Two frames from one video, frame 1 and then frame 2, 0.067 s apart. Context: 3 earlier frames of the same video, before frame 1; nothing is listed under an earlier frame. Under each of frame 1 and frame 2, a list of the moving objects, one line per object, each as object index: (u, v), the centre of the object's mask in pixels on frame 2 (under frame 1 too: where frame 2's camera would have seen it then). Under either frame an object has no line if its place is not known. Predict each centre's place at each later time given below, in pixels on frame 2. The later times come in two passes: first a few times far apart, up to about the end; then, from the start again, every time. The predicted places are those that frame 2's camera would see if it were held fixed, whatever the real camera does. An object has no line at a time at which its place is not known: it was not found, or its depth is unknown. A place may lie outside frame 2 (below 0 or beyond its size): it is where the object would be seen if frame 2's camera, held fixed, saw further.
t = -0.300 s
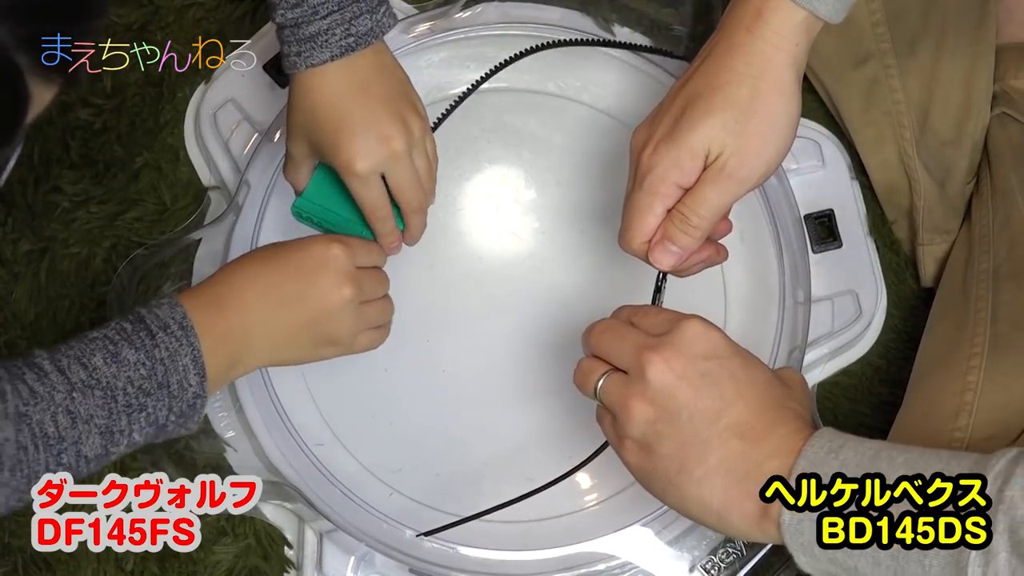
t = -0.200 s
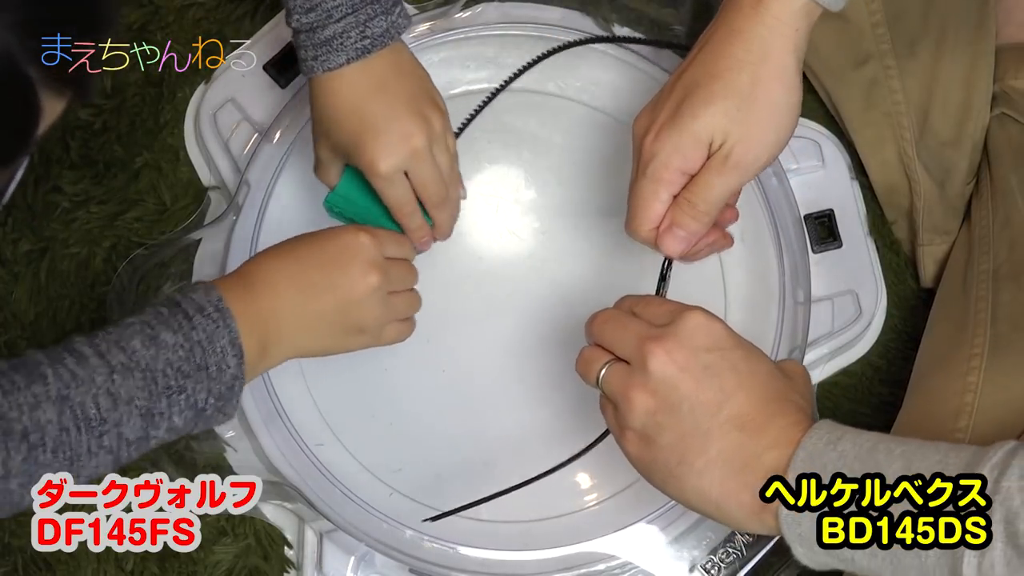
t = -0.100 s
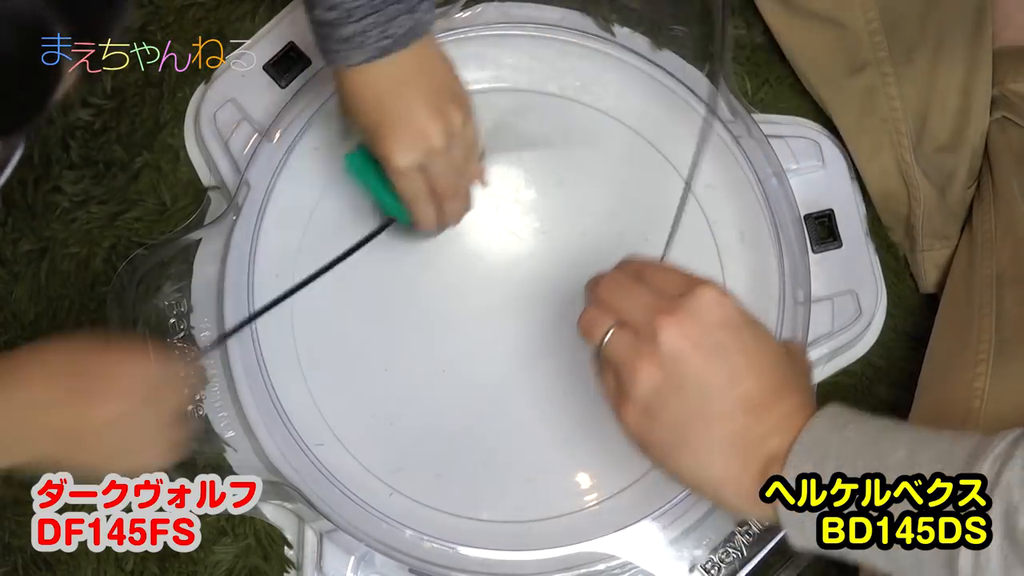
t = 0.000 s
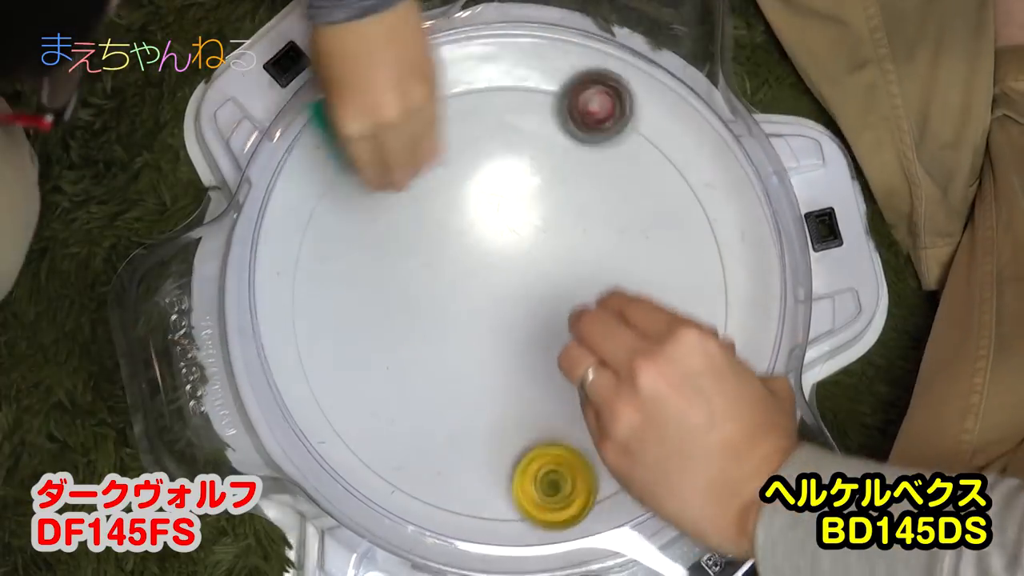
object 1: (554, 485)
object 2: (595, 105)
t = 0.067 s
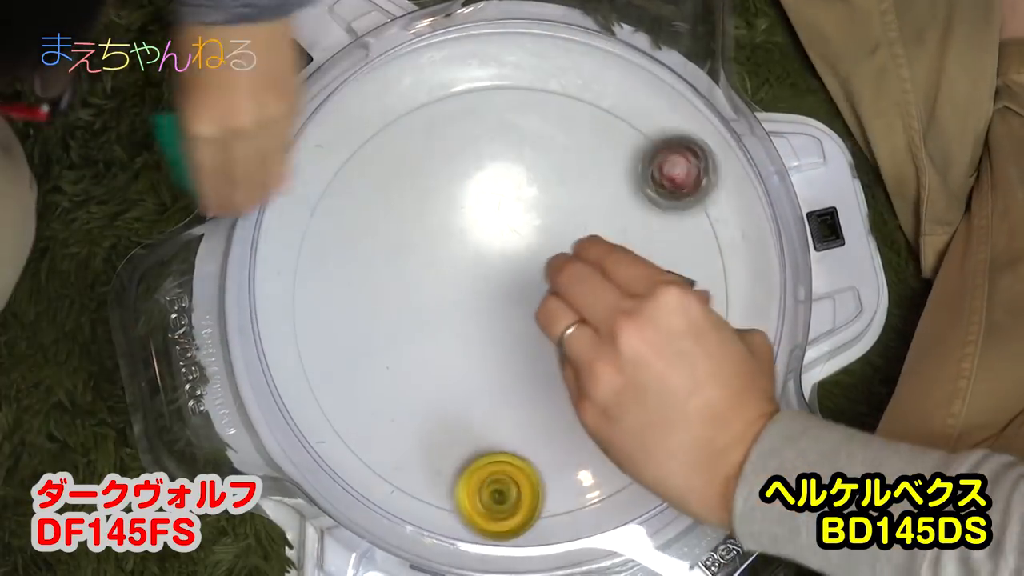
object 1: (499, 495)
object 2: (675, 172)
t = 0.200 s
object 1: (411, 476)
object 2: (757, 330)
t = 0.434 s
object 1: (436, 347)
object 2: (616, 480)
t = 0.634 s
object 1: (541, 288)
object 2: (508, 422)
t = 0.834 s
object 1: (584, 295)
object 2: (468, 371)
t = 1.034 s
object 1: (616, 300)
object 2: (435, 388)
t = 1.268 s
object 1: (622, 297)
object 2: (416, 411)
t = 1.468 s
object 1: (595, 307)
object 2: (431, 403)
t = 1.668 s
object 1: (559, 329)
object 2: (450, 358)
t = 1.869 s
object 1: (527, 355)
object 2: (454, 300)
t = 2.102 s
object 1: (496, 383)
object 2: (444, 240)
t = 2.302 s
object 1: (480, 395)
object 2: (439, 209)
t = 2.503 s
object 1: (476, 382)
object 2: (444, 200)
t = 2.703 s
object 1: (469, 352)
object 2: (470, 215)
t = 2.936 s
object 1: (456, 311)
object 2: (516, 234)
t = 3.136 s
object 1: (444, 277)
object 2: (558, 245)
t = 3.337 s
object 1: (438, 253)
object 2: (589, 257)
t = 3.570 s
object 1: (450, 243)
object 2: (607, 276)
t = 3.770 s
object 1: (477, 245)
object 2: (606, 301)
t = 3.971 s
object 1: (511, 246)
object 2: (592, 327)
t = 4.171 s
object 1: (544, 246)
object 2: (571, 349)
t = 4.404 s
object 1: (572, 254)
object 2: (538, 372)
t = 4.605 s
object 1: (578, 268)
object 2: (511, 386)
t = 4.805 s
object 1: (575, 291)
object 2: (486, 386)
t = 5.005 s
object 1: (568, 320)
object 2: (464, 378)
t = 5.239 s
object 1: (556, 352)
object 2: (446, 354)
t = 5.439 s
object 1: (540, 368)
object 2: (439, 325)
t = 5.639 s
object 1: (522, 372)
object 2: (439, 293)
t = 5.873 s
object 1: (496, 365)
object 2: (443, 257)
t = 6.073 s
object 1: (473, 353)
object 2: (457, 238)
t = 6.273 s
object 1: (457, 334)
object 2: (481, 229)
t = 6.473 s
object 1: (448, 313)
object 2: (510, 230)
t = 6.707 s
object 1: (447, 286)
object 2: (544, 239)
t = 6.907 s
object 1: (457, 266)
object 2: (566, 254)
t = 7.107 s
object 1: (474, 252)
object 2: (579, 278)
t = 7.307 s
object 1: (497, 245)
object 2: (584, 304)
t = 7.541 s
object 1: (527, 243)
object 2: (577, 336)
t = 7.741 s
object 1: (546, 250)
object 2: (561, 357)
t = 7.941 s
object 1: (558, 265)
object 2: (536, 370)
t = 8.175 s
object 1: (564, 295)
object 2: (506, 375)
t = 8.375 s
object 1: (569, 320)
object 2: (480, 369)
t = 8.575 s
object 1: (565, 336)
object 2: (460, 355)
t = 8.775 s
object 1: (550, 345)
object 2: (449, 332)
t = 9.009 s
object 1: (521, 354)
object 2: (446, 298)
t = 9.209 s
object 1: (493, 360)
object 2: (451, 272)
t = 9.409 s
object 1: (475, 359)
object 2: (465, 252)
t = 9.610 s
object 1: (470, 345)
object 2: (486, 241)
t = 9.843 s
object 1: (467, 315)
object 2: (517, 239)
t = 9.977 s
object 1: (465, 295)
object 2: (534, 244)
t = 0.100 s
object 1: (470, 499)
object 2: (714, 210)
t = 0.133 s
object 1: (447, 496)
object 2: (745, 253)
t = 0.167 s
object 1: (427, 487)
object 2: (763, 290)
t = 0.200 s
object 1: (411, 476)
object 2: (757, 330)
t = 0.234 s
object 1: (399, 462)
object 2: (740, 367)
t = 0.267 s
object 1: (392, 445)
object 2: (738, 396)
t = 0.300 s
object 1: (390, 427)
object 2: (710, 410)
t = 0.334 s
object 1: (395, 407)
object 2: (687, 440)
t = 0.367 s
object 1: (404, 386)
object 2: (662, 463)
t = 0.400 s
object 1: (418, 366)
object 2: (639, 474)
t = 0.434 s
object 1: (436, 347)
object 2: (616, 480)
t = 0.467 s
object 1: (457, 329)
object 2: (593, 479)
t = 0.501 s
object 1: (477, 315)
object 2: (571, 472)
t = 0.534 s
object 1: (497, 303)
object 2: (551, 462)
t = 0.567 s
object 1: (514, 295)
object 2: (535, 449)
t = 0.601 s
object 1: (529, 290)
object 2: (520, 436)
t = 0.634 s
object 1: (541, 288)
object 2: (508, 422)
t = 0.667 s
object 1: (549, 288)
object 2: (498, 409)
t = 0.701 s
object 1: (557, 290)
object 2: (490, 398)
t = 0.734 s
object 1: (564, 292)
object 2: (484, 388)
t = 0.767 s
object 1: (571, 293)
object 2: (478, 380)
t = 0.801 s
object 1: (578, 294)
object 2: (473, 375)
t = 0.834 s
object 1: (584, 295)
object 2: (468, 371)
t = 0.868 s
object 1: (590, 296)
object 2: (463, 371)
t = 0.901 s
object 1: (596, 297)
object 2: (457, 372)
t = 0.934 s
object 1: (602, 298)
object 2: (452, 375)
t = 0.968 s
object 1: (607, 299)
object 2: (446, 378)
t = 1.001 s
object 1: (612, 299)
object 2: (440, 383)
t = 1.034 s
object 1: (616, 300)
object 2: (435, 388)
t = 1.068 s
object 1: (619, 300)
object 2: (430, 392)
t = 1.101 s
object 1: (622, 300)
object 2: (426, 397)
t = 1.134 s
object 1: (625, 300)
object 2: (422, 401)
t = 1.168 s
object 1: (625, 299)
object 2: (419, 405)
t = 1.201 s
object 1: (625, 298)
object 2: (418, 407)
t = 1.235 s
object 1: (624, 298)
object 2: (417, 410)
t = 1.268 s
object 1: (622, 297)
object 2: (416, 411)
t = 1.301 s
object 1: (619, 298)
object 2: (417, 412)
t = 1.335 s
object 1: (615, 299)
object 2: (419, 412)
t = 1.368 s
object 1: (610, 300)
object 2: (421, 412)
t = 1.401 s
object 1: (605, 301)
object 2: (423, 410)
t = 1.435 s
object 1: (600, 304)
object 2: (427, 407)
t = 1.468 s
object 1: (595, 307)
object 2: (431, 403)
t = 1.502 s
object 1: (589, 310)
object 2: (435, 397)
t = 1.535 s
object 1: (583, 314)
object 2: (439, 391)
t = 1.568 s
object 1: (577, 317)
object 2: (442, 383)
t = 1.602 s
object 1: (572, 321)
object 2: (446, 375)
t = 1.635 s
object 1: (565, 325)
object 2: (448, 367)
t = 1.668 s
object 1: (559, 329)
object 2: (450, 358)
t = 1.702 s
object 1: (554, 333)
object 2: (452, 348)
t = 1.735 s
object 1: (548, 338)
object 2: (454, 339)
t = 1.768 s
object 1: (543, 342)
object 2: (455, 329)
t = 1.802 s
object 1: (538, 346)
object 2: (455, 319)
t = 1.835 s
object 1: (532, 351)
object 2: (455, 309)
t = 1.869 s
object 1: (527, 355)
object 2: (454, 300)
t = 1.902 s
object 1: (522, 359)
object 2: (453, 290)
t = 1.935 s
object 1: (517, 363)
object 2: (452, 281)
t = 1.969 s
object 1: (513, 367)
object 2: (451, 272)
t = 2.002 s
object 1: (508, 371)
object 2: (449, 263)
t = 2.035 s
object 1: (504, 375)
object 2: (448, 255)
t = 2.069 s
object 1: (500, 379)
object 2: (446, 247)
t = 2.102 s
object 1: (496, 383)
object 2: (444, 240)
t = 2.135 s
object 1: (492, 386)
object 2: (443, 233)
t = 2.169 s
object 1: (489, 389)
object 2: (442, 227)
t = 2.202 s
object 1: (487, 391)
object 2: (441, 222)
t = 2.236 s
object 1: (484, 393)
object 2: (440, 217)
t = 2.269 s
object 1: (482, 394)
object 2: (439, 213)
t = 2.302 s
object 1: (480, 395)
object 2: (439, 209)
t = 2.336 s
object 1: (479, 395)
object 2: (439, 206)
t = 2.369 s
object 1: (478, 394)
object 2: (439, 204)
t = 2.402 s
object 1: (478, 392)
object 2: (439, 202)
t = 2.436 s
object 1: (477, 389)
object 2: (440, 201)
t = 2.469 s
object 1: (476, 386)
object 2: (442, 201)
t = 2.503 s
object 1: (476, 382)
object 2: (444, 200)
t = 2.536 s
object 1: (476, 378)
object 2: (447, 201)
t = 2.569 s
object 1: (475, 373)
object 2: (450, 203)
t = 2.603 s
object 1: (474, 369)
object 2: (454, 206)
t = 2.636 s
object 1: (472, 363)
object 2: (459, 209)
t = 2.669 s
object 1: (470, 358)
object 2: (464, 212)
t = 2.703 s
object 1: (469, 352)
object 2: (470, 215)
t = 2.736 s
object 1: (467, 346)
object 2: (476, 218)
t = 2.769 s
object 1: (465, 340)
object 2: (481, 220)
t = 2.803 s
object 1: (463, 334)
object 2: (488, 223)
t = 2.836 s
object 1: (462, 328)
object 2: (494, 225)
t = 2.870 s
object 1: (459, 322)
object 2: (501, 229)
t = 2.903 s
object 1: (458, 316)
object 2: (509, 231)
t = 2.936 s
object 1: (456, 311)
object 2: (516, 234)
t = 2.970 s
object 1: (454, 305)
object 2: (523, 236)
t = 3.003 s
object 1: (452, 299)
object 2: (531, 237)
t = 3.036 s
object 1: (450, 294)
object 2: (538, 240)
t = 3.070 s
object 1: (448, 288)
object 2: (545, 241)
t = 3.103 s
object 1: (446, 283)
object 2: (552, 243)
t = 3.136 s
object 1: (444, 277)
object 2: (558, 245)
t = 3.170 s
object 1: (443, 272)
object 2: (564, 247)
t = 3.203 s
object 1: (441, 268)
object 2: (570, 249)
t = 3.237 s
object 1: (440, 263)
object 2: (575, 251)
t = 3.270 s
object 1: (439, 259)
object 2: (580, 253)
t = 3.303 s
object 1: (438, 256)
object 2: (585, 255)
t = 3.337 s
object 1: (438, 253)
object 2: (589, 257)
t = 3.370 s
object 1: (438, 250)
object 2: (593, 259)
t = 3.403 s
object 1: (439, 248)
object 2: (597, 262)
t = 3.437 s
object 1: (440, 247)
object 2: (599, 264)
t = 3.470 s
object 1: (442, 245)
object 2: (602, 267)
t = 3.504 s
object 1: (444, 244)
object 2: (604, 270)
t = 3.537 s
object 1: (447, 244)
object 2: (606, 273)
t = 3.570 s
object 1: (450, 243)
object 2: (607, 276)
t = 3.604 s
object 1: (454, 243)
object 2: (608, 279)
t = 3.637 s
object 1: (458, 243)
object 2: (608, 283)
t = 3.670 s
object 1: (462, 244)
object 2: (608, 287)
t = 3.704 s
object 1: (467, 244)
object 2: (608, 291)
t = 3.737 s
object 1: (472, 245)
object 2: (607, 296)
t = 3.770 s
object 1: (477, 245)
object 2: (606, 301)
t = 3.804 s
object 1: (482, 245)
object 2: (604, 305)
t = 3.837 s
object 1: (488, 245)
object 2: (602, 310)
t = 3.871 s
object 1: (494, 245)
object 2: (600, 314)
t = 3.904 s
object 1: (500, 246)
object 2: (597, 318)
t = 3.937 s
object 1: (505, 246)
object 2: (595, 323)
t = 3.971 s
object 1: (511, 246)
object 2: (592, 327)
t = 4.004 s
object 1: (517, 246)
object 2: (590, 331)
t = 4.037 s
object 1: (523, 246)
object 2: (587, 335)
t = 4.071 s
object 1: (529, 246)
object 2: (583, 339)
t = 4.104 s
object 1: (534, 246)
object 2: (580, 342)
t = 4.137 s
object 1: (539, 246)
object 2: (576, 346)
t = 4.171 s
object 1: (544, 246)
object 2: (571, 349)
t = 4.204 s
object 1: (549, 247)
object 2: (567, 352)
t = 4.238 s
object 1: (554, 247)
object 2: (562, 356)
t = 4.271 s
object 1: (558, 248)
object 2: (558, 359)
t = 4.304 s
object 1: (562, 249)
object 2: (553, 363)
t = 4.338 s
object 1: (566, 250)
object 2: (548, 366)
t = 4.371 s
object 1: (569, 252)
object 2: (543, 369)
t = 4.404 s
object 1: (572, 254)
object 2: (538, 372)
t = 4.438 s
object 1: (574, 256)
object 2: (533, 375)
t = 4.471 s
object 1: (576, 258)
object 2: (529, 378)
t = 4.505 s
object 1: (577, 260)
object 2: (524, 380)
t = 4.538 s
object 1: (577, 263)
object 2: (520, 383)
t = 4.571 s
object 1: (578, 265)
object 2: (515, 384)
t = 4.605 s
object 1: (578, 268)
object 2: (511, 386)
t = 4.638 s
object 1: (578, 271)
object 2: (507, 386)
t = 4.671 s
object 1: (578, 275)
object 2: (503, 387)
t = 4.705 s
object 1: (577, 278)
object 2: (499, 387)
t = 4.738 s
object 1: (576, 282)
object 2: (494, 387)
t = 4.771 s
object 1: (576, 286)
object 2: (491, 387)
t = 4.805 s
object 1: (575, 291)
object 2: (486, 386)
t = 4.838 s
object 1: (574, 296)
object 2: (482, 386)
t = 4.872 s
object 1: (573, 300)
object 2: (479, 385)
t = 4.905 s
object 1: (572, 305)
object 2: (475, 383)
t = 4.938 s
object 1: (570, 310)
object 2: (471, 382)
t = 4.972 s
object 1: (569, 315)
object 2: (467, 380)
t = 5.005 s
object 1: (568, 320)
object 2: (464, 378)
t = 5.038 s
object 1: (566, 325)
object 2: (461, 376)
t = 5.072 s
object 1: (564, 330)
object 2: (458, 373)
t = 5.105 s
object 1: (563, 335)
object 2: (455, 370)
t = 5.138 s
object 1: (561, 339)
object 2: (452, 366)
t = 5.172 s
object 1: (559, 344)
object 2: (450, 362)
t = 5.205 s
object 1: (558, 348)
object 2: (448, 358)
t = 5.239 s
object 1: (556, 352)
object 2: (446, 354)
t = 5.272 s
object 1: (554, 355)
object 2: (444, 350)
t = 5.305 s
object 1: (551, 359)
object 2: (443, 345)
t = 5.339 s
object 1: (549, 361)
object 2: (442, 341)
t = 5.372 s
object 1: (546, 364)
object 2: (440, 336)
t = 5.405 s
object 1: (543, 366)
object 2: (440, 330)
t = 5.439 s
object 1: (540, 368)
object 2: (439, 325)
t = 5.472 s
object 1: (538, 369)
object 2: (438, 320)
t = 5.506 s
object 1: (535, 371)
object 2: (438, 315)
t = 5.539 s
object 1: (532, 372)
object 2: (438, 310)
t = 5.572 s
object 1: (529, 372)
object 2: (438, 304)
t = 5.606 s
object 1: (525, 372)
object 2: (438, 298)
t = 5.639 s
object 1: (522, 372)
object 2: (439, 293)
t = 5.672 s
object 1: (519, 372)
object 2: (439, 287)
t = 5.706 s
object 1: (516, 372)
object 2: (439, 281)
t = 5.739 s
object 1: (512, 371)
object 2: (440, 276)
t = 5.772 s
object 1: (509, 370)
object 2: (440, 271)
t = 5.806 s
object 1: (504, 368)
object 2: (441, 266)
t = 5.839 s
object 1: (501, 367)
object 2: (442, 261)
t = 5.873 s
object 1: (496, 365)
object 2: (443, 257)
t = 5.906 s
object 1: (492, 363)
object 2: (445, 253)
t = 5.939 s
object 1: (488, 361)
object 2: (447, 250)
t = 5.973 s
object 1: (484, 359)
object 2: (449, 247)
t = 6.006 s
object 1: (480, 357)
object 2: (451, 244)
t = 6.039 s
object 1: (476, 355)
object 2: (454, 241)
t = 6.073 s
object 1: (473, 353)
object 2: (457, 238)
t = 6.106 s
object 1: (469, 350)
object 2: (460, 236)
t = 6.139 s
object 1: (467, 347)
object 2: (464, 234)
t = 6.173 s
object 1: (464, 344)
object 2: (468, 232)
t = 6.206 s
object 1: (461, 341)
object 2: (472, 231)
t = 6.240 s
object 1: (458, 338)
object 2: (476, 230)
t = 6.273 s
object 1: (457, 334)
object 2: (481, 229)
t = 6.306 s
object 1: (455, 331)
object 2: (485, 228)
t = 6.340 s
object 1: (453, 328)
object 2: (490, 228)
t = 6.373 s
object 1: (452, 324)
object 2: (495, 228)
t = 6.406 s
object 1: (450, 320)
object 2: (500, 229)
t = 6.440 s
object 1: (449, 317)
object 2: (505, 229)
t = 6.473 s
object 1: (448, 313)
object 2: (510, 230)
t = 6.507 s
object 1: (447, 309)
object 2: (515, 231)
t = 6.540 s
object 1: (446, 305)
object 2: (520, 231)
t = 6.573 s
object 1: (446, 301)
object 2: (525, 232)
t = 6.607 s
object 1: (446, 297)
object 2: (530, 234)
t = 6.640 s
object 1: (446, 294)
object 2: (535, 235)
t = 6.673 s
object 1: (446, 290)
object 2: (540, 237)
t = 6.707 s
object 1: (447, 286)
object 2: (544, 239)
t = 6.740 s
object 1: (448, 282)
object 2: (548, 241)
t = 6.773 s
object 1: (449, 278)
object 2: (552, 243)
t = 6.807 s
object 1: (451, 275)
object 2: (556, 245)
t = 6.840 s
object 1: (453, 272)
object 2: (559, 248)
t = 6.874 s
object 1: (455, 269)
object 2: (563, 251)
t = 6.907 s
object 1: (457, 266)
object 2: (566, 254)
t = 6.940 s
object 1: (459, 263)
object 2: (569, 257)
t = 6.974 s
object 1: (461, 261)
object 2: (571, 261)
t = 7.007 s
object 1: (464, 258)
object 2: (574, 265)
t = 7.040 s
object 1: (467, 256)
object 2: (575, 269)
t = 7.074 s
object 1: (471, 254)
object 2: (578, 273)
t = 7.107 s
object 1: (474, 252)
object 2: (579, 278)
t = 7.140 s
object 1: (478, 251)
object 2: (581, 282)
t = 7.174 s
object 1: (481, 249)
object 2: (582, 286)
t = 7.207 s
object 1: (485, 248)
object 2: (583, 291)
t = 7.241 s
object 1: (489, 247)
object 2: (584, 295)
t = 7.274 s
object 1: (493, 246)
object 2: (584, 300)
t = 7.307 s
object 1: (497, 245)
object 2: (584, 304)
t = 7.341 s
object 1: (502, 244)
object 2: (584, 309)
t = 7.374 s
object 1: (506, 244)
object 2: (583, 314)
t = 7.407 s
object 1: (510, 243)
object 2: (582, 319)
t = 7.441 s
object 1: (514, 243)
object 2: (581, 323)
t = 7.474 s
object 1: (519, 243)
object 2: (580, 328)
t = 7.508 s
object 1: (523, 243)
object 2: (579, 332)
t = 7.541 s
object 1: (527, 243)
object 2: (577, 336)
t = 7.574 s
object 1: (530, 244)
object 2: (575, 340)
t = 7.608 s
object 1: (534, 244)
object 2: (572, 344)
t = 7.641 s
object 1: (537, 245)
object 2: (570, 348)
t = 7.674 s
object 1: (540, 246)
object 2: (567, 351)
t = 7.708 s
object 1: (543, 248)
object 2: (564, 354)
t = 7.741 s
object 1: (546, 250)
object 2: (561, 357)
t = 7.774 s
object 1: (548, 252)
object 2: (557, 360)
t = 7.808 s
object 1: (551, 254)
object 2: (553, 363)
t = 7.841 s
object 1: (552, 256)
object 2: (549, 365)
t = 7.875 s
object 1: (554, 259)
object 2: (545, 367)
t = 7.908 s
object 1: (556, 262)
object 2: (540, 369)
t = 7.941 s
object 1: (558, 265)
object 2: (536, 370)
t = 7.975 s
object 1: (559, 269)
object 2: (532, 372)
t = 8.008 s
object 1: (560, 273)
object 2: (527, 373)
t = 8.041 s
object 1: (560, 277)
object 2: (523, 374)
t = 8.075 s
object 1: (561, 282)
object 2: (519, 375)
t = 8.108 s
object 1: (562, 286)
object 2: (515, 375)
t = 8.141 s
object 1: (563, 291)
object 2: (510, 375)
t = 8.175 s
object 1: (564, 295)
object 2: (506, 375)
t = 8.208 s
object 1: (566, 300)
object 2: (502, 374)
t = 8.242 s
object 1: (567, 304)
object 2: (497, 374)
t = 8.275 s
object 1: (568, 308)
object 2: (493, 373)
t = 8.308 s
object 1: (569, 312)
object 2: (488, 371)
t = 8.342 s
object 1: (569, 316)
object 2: (484, 370)
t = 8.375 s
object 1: (569, 320)
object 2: (480, 369)
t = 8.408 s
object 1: (569, 323)
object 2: (476, 367)
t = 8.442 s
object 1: (569, 326)
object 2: (472, 365)
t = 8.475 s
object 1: (568, 329)
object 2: (469, 363)
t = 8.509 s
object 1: (567, 332)
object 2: (466, 361)
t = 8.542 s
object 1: (566, 334)
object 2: (463, 358)
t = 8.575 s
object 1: (565, 336)
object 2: (460, 355)
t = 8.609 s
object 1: (563, 338)
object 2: (458, 351)
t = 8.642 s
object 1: (561, 340)
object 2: (456, 348)
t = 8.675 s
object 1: (558, 341)
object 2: (454, 344)
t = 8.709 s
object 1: (556, 343)
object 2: (452, 340)
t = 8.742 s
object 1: (553, 344)
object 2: (450, 336)
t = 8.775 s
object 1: (550, 345)
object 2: (449, 332)
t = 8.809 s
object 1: (547, 346)
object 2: (449, 327)
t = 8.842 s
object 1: (543, 347)
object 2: (448, 322)
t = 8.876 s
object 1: (539, 349)
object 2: (447, 317)
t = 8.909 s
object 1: (535, 350)
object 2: (446, 312)
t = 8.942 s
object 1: (530, 351)
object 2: (446, 308)
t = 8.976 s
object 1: (525, 352)
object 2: (446, 303)
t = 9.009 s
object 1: (521, 354)
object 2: (446, 298)
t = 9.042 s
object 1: (516, 355)
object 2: (446, 294)
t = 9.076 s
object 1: (511, 356)
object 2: (446, 289)
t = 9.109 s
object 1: (507, 357)
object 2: (447, 284)
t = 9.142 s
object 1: (502, 358)
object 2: (448, 280)
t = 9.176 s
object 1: (497, 359)
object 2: (449, 276)
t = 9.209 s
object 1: (493, 360)
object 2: (451, 272)
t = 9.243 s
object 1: (489, 360)
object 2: (453, 268)
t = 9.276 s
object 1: (486, 360)
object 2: (455, 265)
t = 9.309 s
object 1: (482, 360)
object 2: (457, 261)
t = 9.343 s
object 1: (479, 360)
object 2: (459, 258)
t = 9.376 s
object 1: (477, 360)
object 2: (461, 255)
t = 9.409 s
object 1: (475, 359)
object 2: (465, 252)
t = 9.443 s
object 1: (474, 357)
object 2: (468, 250)
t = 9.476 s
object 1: (472, 356)
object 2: (471, 247)
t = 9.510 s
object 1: (472, 353)
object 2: (475, 245)
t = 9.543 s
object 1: (471, 351)
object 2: (479, 244)
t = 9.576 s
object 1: (470, 348)
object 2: (483, 242)
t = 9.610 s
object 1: (470, 345)
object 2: (486, 241)
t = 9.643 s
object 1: (470, 341)
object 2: (491, 240)
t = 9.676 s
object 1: (470, 338)
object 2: (495, 239)
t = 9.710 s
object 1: (470, 334)
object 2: (499, 239)
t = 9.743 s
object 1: (469, 329)
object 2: (504, 239)
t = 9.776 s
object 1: (468, 325)
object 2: (508, 239)
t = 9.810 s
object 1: (468, 320)
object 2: (513, 239)
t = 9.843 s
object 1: (467, 315)
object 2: (517, 239)
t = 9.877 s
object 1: (466, 310)
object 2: (522, 240)
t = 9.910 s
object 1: (465, 305)
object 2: (526, 241)
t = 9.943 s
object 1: (465, 300)
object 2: (530, 243)
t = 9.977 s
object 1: (465, 295)
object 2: (534, 244)
